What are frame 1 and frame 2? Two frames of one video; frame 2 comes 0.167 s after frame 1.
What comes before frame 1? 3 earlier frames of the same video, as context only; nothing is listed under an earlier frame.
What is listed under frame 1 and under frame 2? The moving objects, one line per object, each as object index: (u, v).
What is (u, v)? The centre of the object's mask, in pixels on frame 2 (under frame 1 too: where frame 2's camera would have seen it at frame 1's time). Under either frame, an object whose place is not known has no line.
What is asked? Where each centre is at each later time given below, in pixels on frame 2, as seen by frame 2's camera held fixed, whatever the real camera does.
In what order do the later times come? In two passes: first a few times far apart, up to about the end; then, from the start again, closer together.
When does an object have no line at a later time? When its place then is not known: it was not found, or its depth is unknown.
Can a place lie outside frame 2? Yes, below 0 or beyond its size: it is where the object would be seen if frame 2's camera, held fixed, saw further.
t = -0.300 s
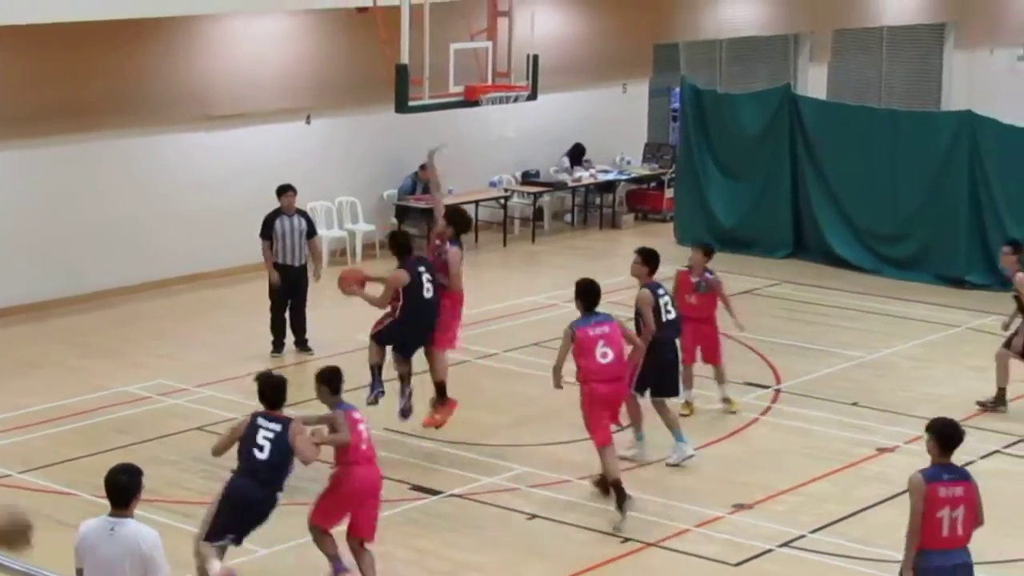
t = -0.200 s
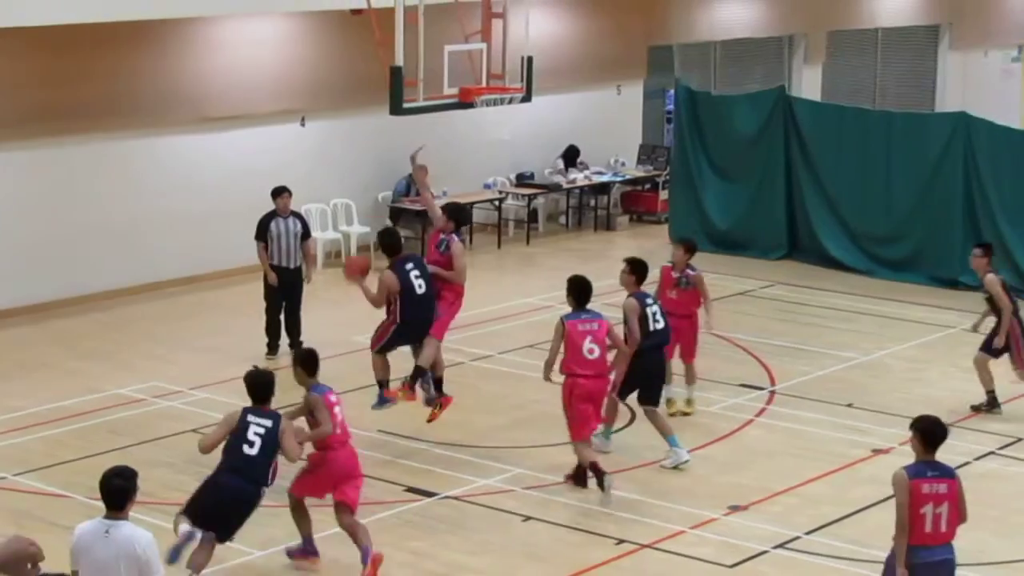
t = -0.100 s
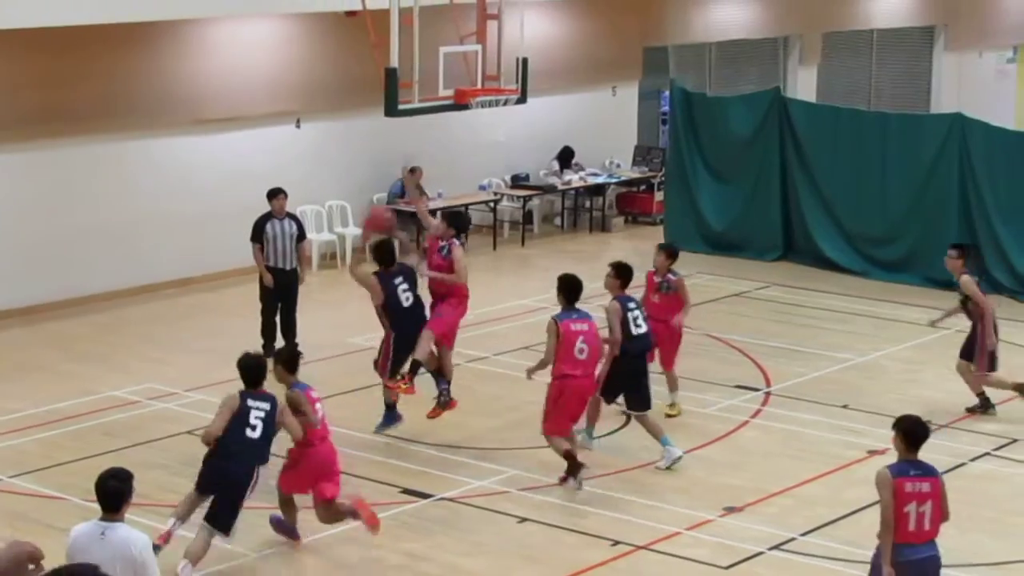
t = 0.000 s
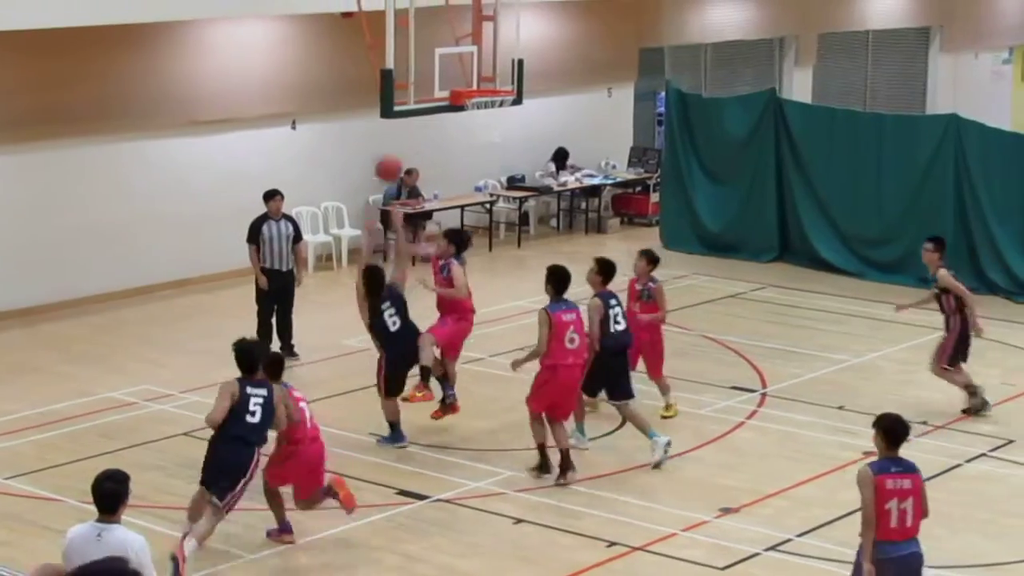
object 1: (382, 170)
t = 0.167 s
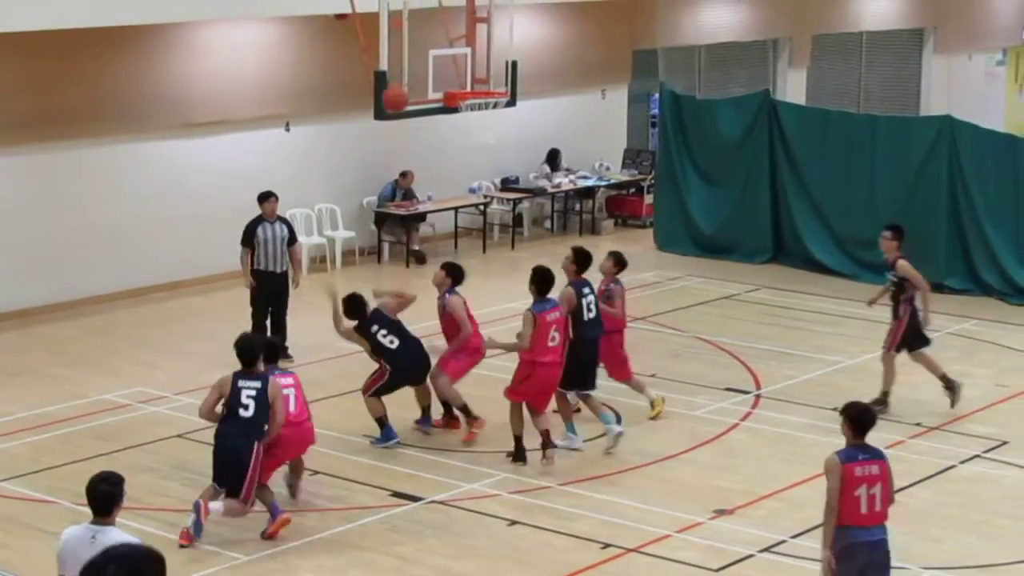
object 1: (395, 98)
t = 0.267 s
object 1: (401, 73)
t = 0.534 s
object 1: (455, 101)
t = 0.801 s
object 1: (509, 205)
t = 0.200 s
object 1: (397, 90)
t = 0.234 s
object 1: (398, 82)
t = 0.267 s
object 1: (401, 73)
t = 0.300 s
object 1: (406, 72)
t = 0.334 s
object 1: (414, 73)
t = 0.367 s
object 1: (421, 74)
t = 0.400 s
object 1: (426, 77)
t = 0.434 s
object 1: (434, 82)
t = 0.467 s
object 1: (442, 88)
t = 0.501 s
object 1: (448, 95)
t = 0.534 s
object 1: (455, 101)
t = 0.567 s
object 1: (461, 109)
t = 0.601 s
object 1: (469, 121)
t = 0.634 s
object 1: (476, 132)
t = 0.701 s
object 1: (489, 158)
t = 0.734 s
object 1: (495, 172)
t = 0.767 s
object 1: (502, 189)
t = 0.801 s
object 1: (509, 205)
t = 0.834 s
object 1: (515, 223)
